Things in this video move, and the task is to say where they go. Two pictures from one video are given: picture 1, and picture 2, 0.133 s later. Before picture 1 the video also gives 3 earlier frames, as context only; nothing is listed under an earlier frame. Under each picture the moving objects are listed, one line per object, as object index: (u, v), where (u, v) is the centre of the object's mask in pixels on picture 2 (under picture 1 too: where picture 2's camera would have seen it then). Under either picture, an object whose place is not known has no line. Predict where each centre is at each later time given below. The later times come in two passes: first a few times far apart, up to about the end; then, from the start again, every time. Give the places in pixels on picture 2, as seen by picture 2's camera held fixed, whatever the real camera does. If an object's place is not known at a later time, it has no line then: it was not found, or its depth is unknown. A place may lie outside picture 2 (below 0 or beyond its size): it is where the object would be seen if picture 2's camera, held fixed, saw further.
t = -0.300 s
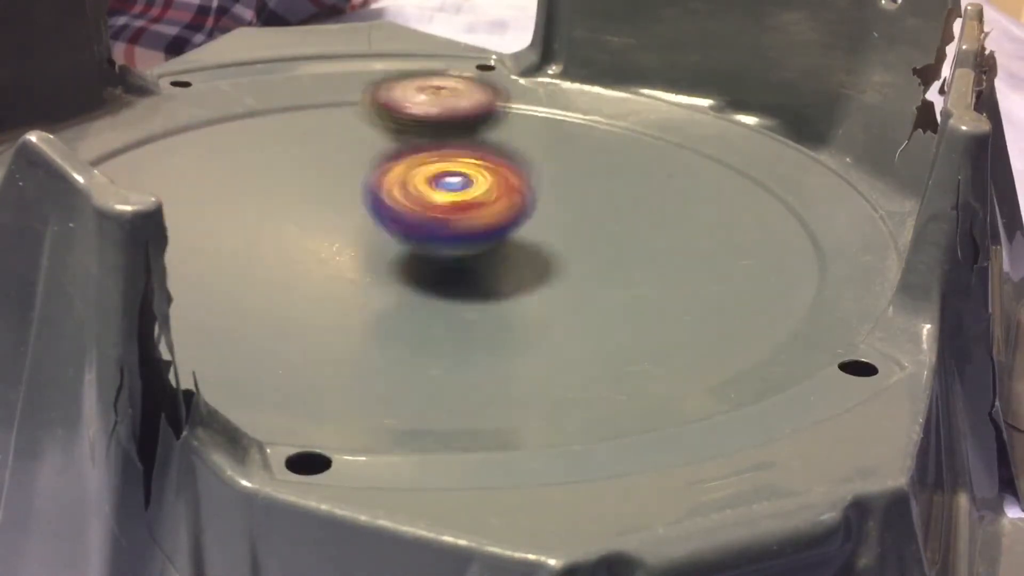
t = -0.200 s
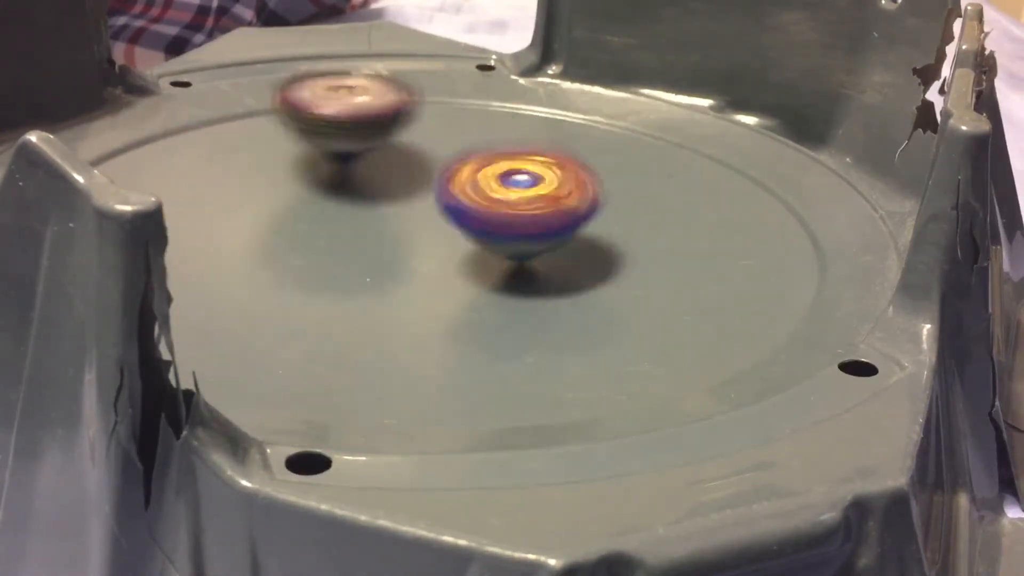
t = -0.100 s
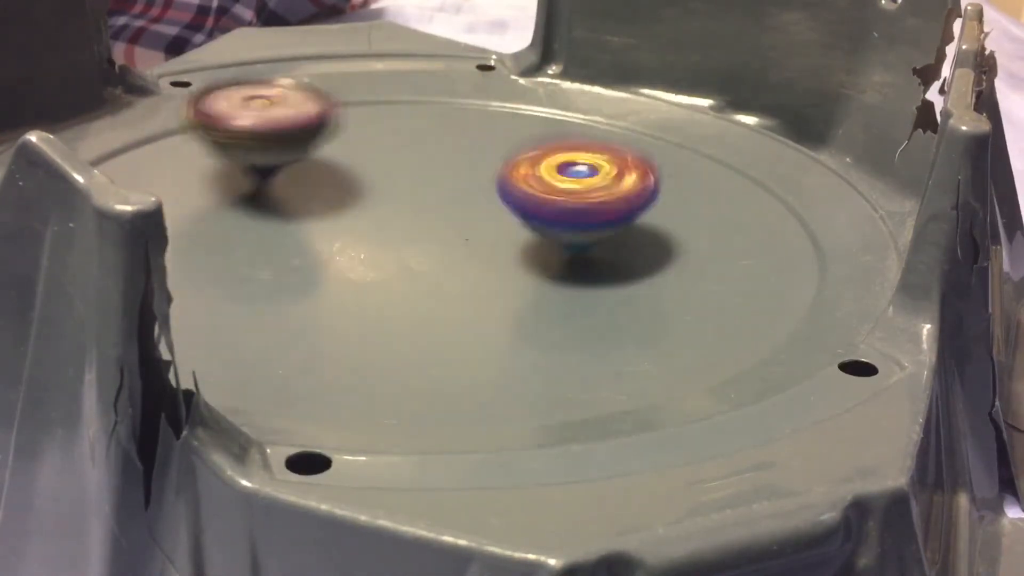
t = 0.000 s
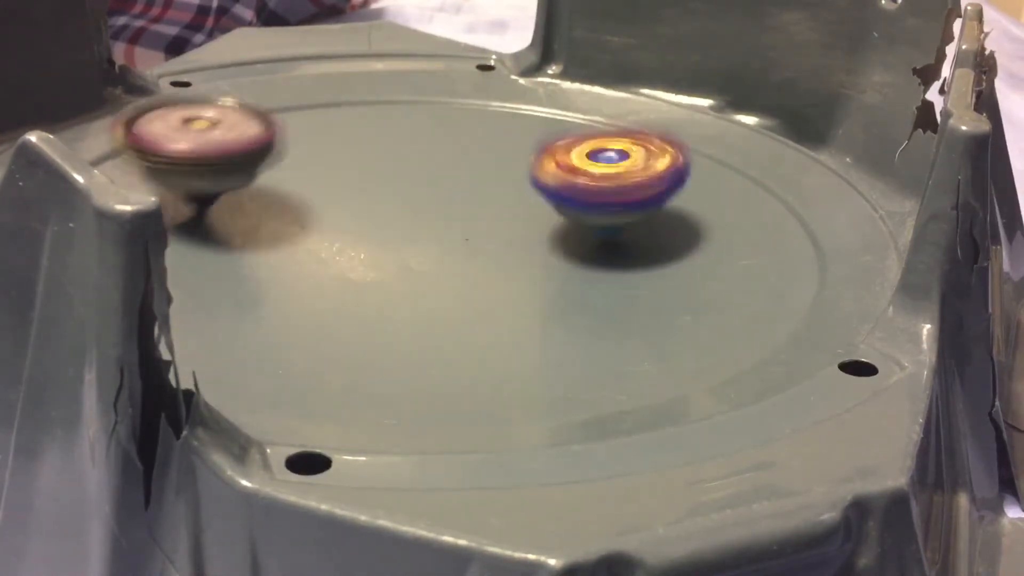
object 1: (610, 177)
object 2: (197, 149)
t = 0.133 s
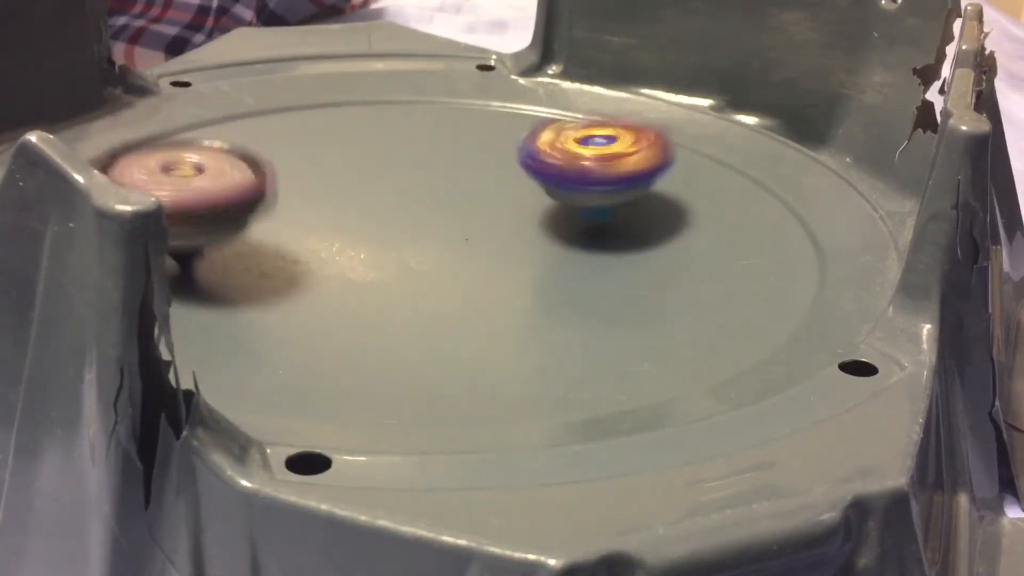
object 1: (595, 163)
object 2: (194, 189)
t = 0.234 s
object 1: (548, 161)
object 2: (240, 232)
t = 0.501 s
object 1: (393, 185)
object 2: (535, 248)
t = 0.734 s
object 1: (295, 217)
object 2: (626, 168)
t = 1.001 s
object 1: (368, 235)
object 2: (485, 102)
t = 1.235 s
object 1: (459, 191)
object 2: (311, 121)
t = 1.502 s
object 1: (459, 136)
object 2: (261, 211)
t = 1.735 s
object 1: (416, 134)
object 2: (463, 268)
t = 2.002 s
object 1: (414, 190)
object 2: (647, 206)
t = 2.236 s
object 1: (485, 231)
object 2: (554, 137)
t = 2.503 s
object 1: (540, 224)
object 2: (343, 121)
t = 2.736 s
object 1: (471, 190)
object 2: (209, 168)
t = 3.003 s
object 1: (345, 152)
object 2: (336, 248)
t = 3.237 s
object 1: (295, 163)
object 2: (562, 230)
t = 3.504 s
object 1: (392, 193)
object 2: (586, 146)
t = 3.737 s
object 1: (517, 192)
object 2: (446, 107)
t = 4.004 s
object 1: (566, 175)
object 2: (283, 150)
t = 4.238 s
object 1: (494, 175)
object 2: (301, 227)
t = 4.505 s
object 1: (372, 193)
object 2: (536, 254)
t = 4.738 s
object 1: (318, 205)
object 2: (620, 192)
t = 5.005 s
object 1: (372, 208)
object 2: (483, 131)
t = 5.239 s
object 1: (461, 184)
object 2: (312, 131)
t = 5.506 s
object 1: (499, 155)
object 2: (229, 192)
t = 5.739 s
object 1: (473, 153)
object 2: (387, 246)
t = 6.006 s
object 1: (406, 187)
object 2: (591, 207)
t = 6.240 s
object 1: (380, 218)
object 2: (572, 141)
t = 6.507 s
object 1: (392, 223)
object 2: (410, 118)
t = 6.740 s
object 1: (439, 209)
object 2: (279, 157)
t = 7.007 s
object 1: (480, 225)
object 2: (178, 179)
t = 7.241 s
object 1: (485, 218)
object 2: (326, 222)
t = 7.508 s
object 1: (511, 130)
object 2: (464, 182)
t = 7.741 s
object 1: (359, 119)
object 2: (460, 145)
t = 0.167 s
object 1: (587, 161)
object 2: (206, 205)
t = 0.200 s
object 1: (569, 160)
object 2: (223, 220)
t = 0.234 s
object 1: (548, 161)
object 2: (240, 232)
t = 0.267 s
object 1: (533, 161)
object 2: (267, 242)
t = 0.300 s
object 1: (508, 163)
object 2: (299, 251)
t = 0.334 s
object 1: (493, 165)
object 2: (341, 256)
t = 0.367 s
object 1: (469, 168)
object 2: (382, 263)
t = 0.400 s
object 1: (445, 166)
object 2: (429, 260)
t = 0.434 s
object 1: (430, 169)
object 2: (467, 257)
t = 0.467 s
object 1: (405, 177)
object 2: (502, 256)
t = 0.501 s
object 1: (393, 185)
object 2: (535, 248)
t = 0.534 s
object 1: (374, 190)
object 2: (567, 238)
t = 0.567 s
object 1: (355, 193)
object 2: (592, 228)
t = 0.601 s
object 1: (346, 198)
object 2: (607, 217)
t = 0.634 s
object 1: (324, 202)
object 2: (623, 205)
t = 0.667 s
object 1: (317, 206)
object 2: (630, 192)
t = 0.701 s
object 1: (304, 212)
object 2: (628, 180)
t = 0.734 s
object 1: (295, 217)
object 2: (626, 168)
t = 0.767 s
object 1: (297, 221)
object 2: (620, 157)
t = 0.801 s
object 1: (290, 225)
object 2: (609, 146)
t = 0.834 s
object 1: (299, 228)
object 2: (594, 135)
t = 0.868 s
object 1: (304, 232)
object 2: (576, 126)
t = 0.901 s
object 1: (317, 236)
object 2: (557, 118)
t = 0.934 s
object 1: (333, 233)
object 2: (534, 112)
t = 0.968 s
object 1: (344, 235)
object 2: (510, 106)
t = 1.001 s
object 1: (368, 235)
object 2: (485, 102)
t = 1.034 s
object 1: (379, 230)
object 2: (460, 100)
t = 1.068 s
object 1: (402, 226)
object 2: (435, 100)
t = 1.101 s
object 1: (414, 220)
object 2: (408, 101)
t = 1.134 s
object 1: (428, 214)
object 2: (382, 103)
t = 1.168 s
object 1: (443, 207)
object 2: (358, 106)
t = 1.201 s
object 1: (447, 198)
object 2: (332, 112)
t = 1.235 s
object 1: (459, 191)
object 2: (311, 121)
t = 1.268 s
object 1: (458, 183)
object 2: (291, 130)
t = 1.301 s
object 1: (468, 177)
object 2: (275, 138)
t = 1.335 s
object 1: (466, 168)
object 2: (261, 149)
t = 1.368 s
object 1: (471, 161)
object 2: (252, 161)
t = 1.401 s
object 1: (471, 153)
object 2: (245, 173)
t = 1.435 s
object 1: (469, 148)
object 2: (246, 186)
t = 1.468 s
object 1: (468, 141)
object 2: (250, 198)
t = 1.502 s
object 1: (459, 136)
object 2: (261, 211)
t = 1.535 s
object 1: (459, 131)
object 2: (276, 224)
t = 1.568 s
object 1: (449, 128)
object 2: (296, 236)
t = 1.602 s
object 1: (447, 126)
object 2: (322, 245)
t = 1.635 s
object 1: (438, 125)
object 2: (355, 255)
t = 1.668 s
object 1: (432, 126)
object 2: (388, 262)
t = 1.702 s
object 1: (424, 129)
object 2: (426, 265)
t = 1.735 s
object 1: (416, 134)
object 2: (463, 268)
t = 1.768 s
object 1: (413, 136)
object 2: (499, 267)
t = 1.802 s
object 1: (404, 143)
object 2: (533, 261)
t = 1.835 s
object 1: (405, 150)
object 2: (567, 255)
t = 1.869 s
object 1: (399, 158)
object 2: (592, 247)
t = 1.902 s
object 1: (406, 166)
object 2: (613, 239)
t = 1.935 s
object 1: (404, 174)
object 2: (631, 228)
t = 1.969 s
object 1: (412, 183)
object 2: (643, 217)
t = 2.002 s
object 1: (414, 190)
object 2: (647, 206)
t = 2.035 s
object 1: (423, 199)
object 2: (643, 194)
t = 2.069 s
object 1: (430, 205)
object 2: (637, 184)
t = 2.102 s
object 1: (439, 212)
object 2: (628, 175)
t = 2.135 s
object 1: (451, 217)
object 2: (613, 165)
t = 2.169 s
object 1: (460, 223)
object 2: (597, 155)
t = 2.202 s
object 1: (478, 227)
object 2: (577, 146)
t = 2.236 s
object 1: (485, 231)
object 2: (554, 137)
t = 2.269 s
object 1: (502, 234)
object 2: (530, 132)
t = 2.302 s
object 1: (506, 235)
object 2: (505, 127)
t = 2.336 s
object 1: (522, 235)
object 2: (479, 125)
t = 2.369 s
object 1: (525, 236)
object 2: (452, 123)
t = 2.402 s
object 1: (537, 234)
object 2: (424, 120)
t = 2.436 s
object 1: (538, 231)
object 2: (398, 117)
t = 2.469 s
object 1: (544, 229)
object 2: (370, 118)
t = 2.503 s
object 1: (540, 224)
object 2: (343, 121)
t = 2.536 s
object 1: (539, 221)
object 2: (317, 123)
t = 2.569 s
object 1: (530, 215)
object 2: (293, 130)
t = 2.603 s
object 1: (523, 211)
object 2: (270, 133)
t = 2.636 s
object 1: (510, 204)
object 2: (250, 140)
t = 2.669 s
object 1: (500, 200)
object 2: (232, 148)
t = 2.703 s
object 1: (484, 194)
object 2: (218, 157)
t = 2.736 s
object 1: (471, 190)
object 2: (209, 168)
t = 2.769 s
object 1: (454, 184)
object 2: (207, 177)
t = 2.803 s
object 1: (439, 180)
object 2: (211, 187)
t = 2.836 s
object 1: (424, 175)
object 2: (220, 200)
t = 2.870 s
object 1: (409, 171)
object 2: (231, 212)
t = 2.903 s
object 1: (393, 167)
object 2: (247, 224)
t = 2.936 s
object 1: (378, 162)
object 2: (271, 233)
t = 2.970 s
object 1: (364, 155)
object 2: (299, 242)
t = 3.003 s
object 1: (345, 152)
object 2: (336, 248)
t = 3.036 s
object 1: (337, 148)
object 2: (367, 256)
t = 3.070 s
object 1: (320, 155)
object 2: (402, 255)
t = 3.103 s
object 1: (314, 156)
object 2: (441, 256)
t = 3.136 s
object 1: (302, 157)
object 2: (478, 252)
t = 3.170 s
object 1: (300, 158)
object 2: (509, 246)
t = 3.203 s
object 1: (292, 160)
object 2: (537, 238)
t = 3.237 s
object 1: (295, 163)
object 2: (562, 230)
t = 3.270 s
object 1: (295, 168)
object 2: (583, 220)
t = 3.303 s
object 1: (302, 171)
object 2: (597, 209)
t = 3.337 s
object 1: (309, 177)
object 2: (607, 198)
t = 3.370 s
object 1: (324, 180)
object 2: (609, 187)
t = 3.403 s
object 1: (336, 185)
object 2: (608, 176)
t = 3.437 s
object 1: (354, 188)
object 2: (605, 165)
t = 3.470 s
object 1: (372, 192)
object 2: (597, 155)
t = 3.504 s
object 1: (392, 193)
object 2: (586, 146)
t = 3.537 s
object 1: (412, 197)
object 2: (572, 136)
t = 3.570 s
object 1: (430, 196)
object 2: (554, 128)
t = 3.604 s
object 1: (450, 198)
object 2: (536, 120)
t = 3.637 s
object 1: (464, 196)
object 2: (515, 112)
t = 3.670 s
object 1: (486, 195)
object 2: (492, 106)
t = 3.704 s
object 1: (497, 192)
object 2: (470, 105)
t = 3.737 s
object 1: (517, 192)
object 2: (446, 107)
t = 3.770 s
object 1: (523, 189)
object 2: (423, 108)
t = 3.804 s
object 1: (543, 189)
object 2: (399, 110)
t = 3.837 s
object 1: (548, 186)
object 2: (375, 115)
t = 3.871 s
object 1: (560, 184)
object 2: (354, 117)
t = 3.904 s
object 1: (560, 182)
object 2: (333, 125)
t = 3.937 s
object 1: (569, 179)
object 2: (314, 133)
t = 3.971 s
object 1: (563, 179)
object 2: (298, 141)
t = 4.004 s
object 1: (566, 175)
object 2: (283, 150)
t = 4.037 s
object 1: (557, 175)
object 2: (273, 159)
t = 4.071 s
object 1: (553, 171)
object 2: (268, 171)
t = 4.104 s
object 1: (539, 172)
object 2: (262, 182)
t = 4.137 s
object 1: (533, 172)
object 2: (264, 193)
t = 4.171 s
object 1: (518, 174)
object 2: (273, 205)
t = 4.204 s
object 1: (508, 175)
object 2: (283, 217)
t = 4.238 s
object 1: (494, 175)
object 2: (301, 227)
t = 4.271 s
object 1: (476, 178)
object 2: (320, 237)
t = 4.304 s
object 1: (466, 178)
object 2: (348, 245)
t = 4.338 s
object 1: (445, 173)
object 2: (376, 255)
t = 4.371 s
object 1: (434, 172)
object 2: (413, 259)
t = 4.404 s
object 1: (407, 175)
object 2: (442, 259)
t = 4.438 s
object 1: (399, 181)
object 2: (473, 264)
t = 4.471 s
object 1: (378, 190)
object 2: (506, 258)
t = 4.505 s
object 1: (372, 193)
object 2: (536, 254)
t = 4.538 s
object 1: (354, 195)
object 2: (562, 248)
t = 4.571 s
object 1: (348, 198)
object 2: (584, 241)
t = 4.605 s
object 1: (334, 201)
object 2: (603, 233)
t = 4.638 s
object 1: (328, 203)
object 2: (614, 223)
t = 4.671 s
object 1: (323, 204)
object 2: (623, 213)
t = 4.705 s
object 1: (317, 206)
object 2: (625, 202)
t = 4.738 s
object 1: (318, 205)
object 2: (620, 192)
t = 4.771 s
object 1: (314, 208)
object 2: (612, 182)
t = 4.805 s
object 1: (321, 209)
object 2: (603, 173)
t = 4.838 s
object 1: (321, 210)
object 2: (589, 164)
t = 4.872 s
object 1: (334, 212)
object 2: (572, 156)
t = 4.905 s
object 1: (336, 212)
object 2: (552, 149)
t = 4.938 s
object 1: (351, 210)
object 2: (531, 142)
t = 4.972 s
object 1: (360, 212)
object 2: (508, 138)
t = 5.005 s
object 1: (372, 208)
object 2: (483, 131)
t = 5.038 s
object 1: (390, 207)
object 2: (460, 125)
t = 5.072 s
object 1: (397, 204)
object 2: (435, 120)
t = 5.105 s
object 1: (421, 202)
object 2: (409, 117)
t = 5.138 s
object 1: (427, 197)
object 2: (383, 116)
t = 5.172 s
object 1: (443, 193)
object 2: (358, 120)
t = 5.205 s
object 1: (452, 189)
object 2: (335, 124)
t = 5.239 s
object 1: (461, 184)
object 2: (312, 131)
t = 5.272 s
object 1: (473, 180)
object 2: (291, 133)
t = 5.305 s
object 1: (475, 174)
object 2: (272, 140)
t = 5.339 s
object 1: (488, 171)
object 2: (255, 144)
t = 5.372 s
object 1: (487, 167)
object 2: (240, 153)
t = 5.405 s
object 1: (496, 162)
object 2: (231, 162)
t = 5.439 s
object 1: (495, 160)
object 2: (226, 172)
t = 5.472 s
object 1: (496, 156)
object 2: (224, 181)
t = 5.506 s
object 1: (499, 155)
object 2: (229, 192)
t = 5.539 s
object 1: (494, 152)
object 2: (238, 203)
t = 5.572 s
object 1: (497, 151)
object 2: (253, 213)
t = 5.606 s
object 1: (489, 150)
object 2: (271, 223)
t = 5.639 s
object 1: (488, 149)
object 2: (293, 231)
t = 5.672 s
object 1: (480, 151)
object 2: (322, 238)
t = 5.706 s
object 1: (473, 152)
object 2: (353, 244)
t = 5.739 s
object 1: (473, 153)
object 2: (387, 246)
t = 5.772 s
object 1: (460, 153)
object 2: (419, 249)
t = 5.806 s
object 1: (460, 152)
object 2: (454, 248)
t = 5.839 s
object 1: (446, 155)
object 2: (482, 243)
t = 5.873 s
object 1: (441, 160)
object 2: (511, 239)
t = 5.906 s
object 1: (432, 168)
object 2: (536, 234)
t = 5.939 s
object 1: (422, 175)
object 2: (559, 225)
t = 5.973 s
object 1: (422, 180)
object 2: (578, 216)
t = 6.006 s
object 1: (406, 187)
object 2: (591, 207)
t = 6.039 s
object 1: (405, 190)
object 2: (600, 196)
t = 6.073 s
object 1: (397, 196)
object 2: (605, 186)
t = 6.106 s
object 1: (390, 201)
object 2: (604, 177)
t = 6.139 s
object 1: (391, 205)
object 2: (601, 167)
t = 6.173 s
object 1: (381, 210)
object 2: (595, 158)
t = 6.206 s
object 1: (386, 214)
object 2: (586, 149)
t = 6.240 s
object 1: (380, 218)
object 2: (572, 141)
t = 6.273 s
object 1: (380, 219)
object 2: (556, 134)
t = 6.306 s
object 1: (384, 220)
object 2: (538, 128)
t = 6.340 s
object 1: (379, 223)
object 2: (519, 124)
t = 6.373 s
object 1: (388, 223)
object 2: (499, 120)
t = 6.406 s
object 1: (383, 224)
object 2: (476, 118)
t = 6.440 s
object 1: (388, 224)
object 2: (454, 116)
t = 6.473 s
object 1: (392, 224)
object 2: (432, 116)
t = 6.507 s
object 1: (392, 223)
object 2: (410, 118)
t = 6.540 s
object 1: (401, 221)
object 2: (388, 120)
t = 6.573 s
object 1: (401, 219)
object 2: (367, 124)
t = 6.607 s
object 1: (405, 216)
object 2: (348, 127)
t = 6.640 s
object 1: (412, 213)
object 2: (328, 135)
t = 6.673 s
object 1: (413, 210)
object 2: (310, 145)
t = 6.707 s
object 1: (425, 206)
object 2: (296, 154)
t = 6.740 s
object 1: (439, 209)
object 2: (279, 157)
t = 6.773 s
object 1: (454, 211)
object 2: (253, 155)
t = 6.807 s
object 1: (474, 214)
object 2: (231, 155)
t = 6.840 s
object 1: (479, 220)
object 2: (209, 157)
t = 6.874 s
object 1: (480, 223)
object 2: (190, 160)
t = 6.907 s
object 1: (484, 226)
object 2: (176, 162)
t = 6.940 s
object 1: (478, 235)
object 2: (170, 164)
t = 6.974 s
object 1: (477, 234)
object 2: (172, 170)
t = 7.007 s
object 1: (480, 225)
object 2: (178, 179)
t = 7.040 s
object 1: (478, 225)
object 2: (188, 190)
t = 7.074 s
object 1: (483, 227)
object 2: (202, 200)
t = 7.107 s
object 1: (489, 230)
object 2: (219, 209)
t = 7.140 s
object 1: (482, 228)
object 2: (240, 216)
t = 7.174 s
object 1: (487, 227)
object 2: (266, 219)
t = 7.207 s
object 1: (489, 225)
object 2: (296, 221)
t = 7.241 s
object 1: (485, 218)
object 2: (326, 222)
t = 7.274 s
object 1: (499, 212)
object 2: (348, 222)
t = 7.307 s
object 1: (514, 206)
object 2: (368, 220)
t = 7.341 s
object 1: (524, 200)
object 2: (389, 217)
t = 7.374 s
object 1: (529, 186)
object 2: (410, 211)
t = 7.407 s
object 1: (531, 171)
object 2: (427, 206)
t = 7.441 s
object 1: (529, 157)
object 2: (442, 199)
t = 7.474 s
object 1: (522, 141)
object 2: (455, 191)
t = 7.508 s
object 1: (511, 130)
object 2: (464, 182)
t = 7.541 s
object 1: (486, 115)
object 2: (470, 175)
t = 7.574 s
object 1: (464, 104)
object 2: (475, 167)
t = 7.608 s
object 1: (440, 95)
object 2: (476, 162)
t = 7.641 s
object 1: (418, 94)
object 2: (475, 156)
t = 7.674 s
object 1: (394, 101)
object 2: (473, 153)
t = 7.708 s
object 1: (374, 108)
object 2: (469, 148)
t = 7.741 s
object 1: (359, 119)
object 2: (460, 145)
